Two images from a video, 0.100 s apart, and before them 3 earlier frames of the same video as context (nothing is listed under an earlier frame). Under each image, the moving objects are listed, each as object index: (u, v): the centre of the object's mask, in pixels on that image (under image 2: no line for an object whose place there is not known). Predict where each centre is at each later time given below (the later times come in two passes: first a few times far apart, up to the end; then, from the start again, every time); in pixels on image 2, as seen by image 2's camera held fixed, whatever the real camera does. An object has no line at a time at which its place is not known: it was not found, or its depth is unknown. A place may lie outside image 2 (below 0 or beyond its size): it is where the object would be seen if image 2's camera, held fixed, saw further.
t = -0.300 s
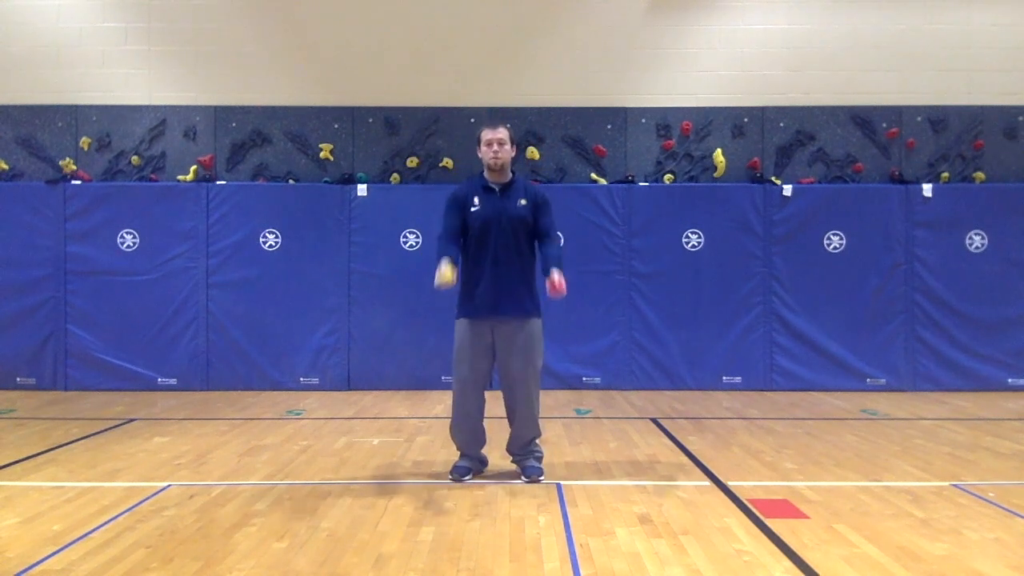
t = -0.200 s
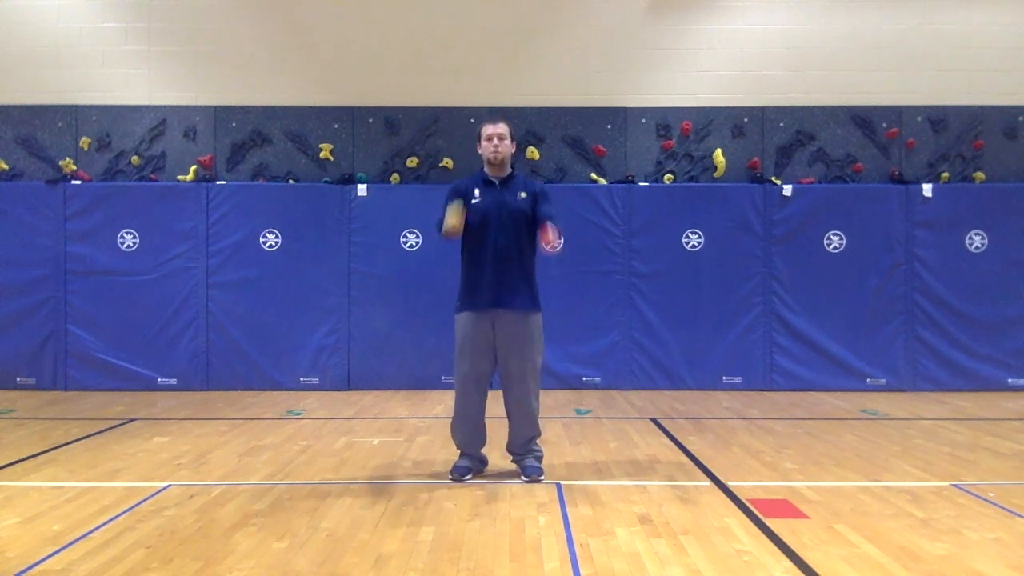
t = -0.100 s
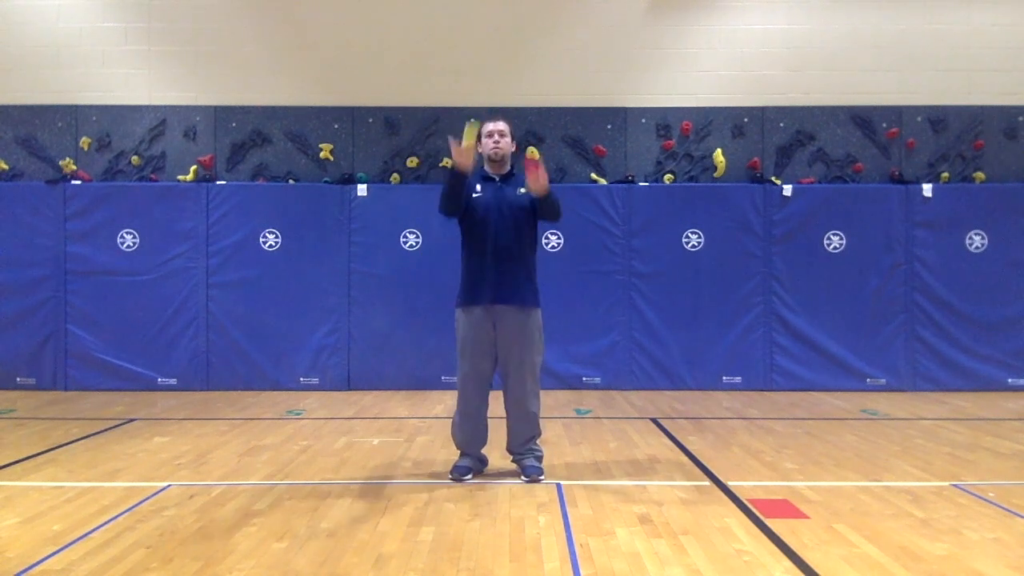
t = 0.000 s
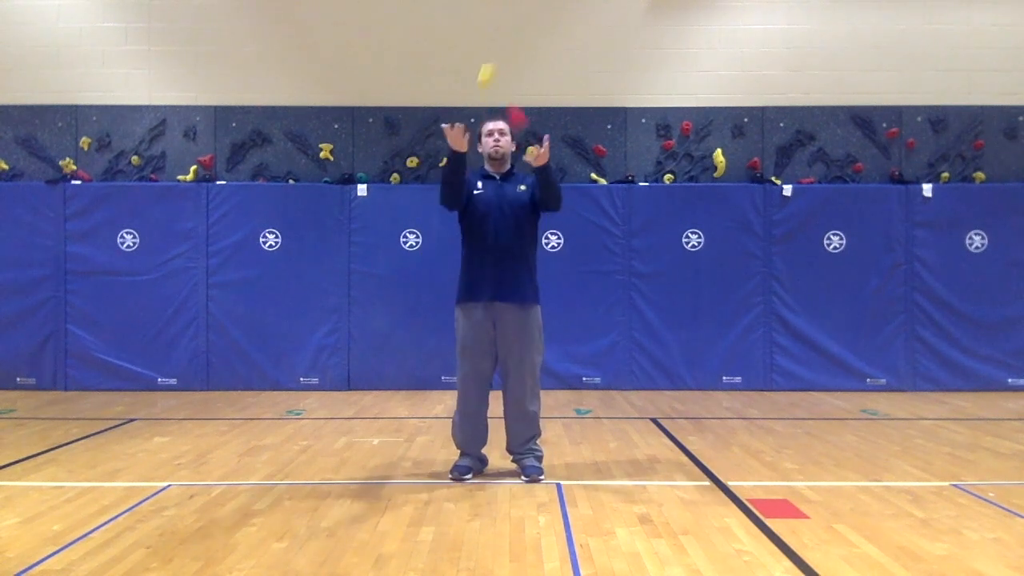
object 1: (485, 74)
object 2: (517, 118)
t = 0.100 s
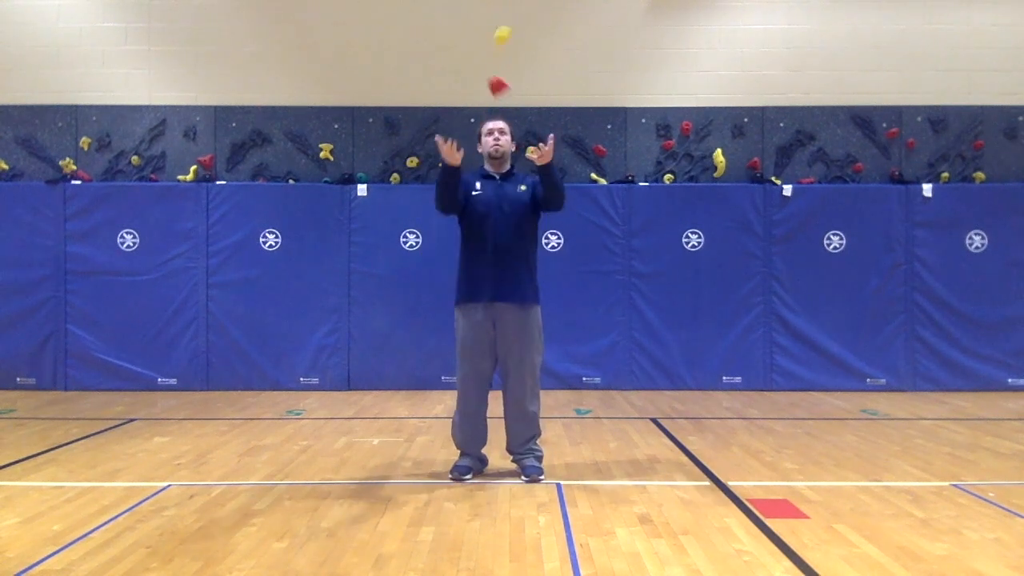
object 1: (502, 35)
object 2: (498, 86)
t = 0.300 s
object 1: (533, 23)
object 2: (460, 90)
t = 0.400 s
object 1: (548, 50)
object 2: (441, 127)
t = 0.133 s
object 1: (507, 27)
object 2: (491, 81)
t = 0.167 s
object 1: (512, 22)
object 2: (485, 77)
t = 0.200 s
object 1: (517, 19)
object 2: (479, 77)
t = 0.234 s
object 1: (523, 18)
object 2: (472, 79)
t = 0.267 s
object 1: (528, 19)
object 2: (466, 83)
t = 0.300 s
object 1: (533, 23)
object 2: (460, 90)
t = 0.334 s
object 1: (538, 29)
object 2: (453, 99)
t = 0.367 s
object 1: (543, 37)
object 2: (447, 113)
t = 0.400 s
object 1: (548, 50)
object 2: (441, 127)
